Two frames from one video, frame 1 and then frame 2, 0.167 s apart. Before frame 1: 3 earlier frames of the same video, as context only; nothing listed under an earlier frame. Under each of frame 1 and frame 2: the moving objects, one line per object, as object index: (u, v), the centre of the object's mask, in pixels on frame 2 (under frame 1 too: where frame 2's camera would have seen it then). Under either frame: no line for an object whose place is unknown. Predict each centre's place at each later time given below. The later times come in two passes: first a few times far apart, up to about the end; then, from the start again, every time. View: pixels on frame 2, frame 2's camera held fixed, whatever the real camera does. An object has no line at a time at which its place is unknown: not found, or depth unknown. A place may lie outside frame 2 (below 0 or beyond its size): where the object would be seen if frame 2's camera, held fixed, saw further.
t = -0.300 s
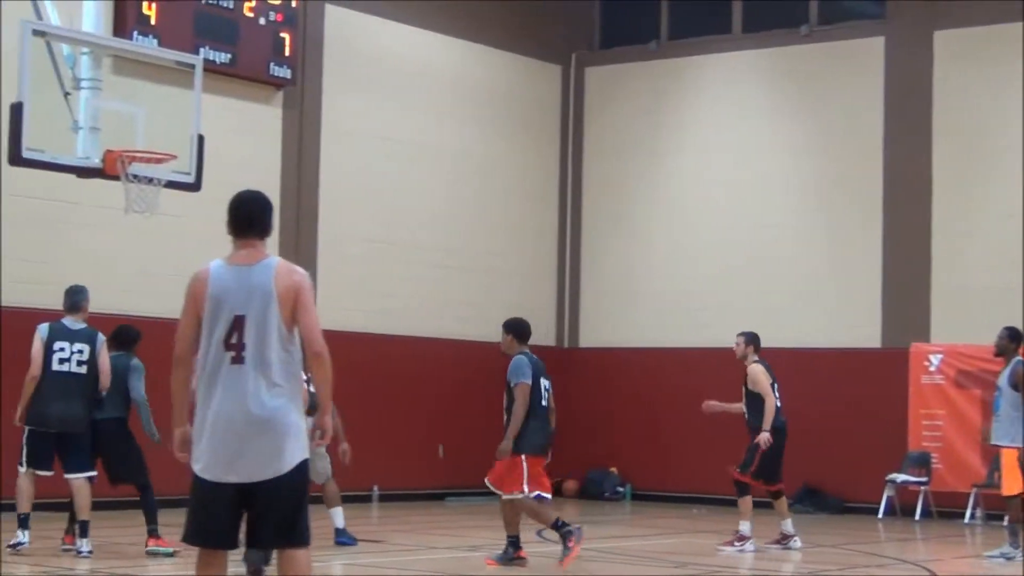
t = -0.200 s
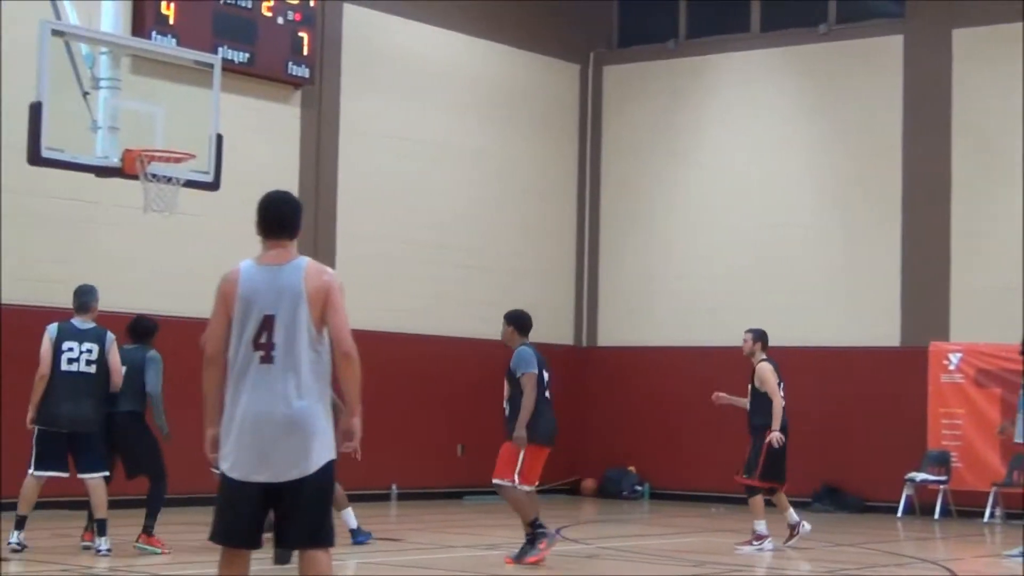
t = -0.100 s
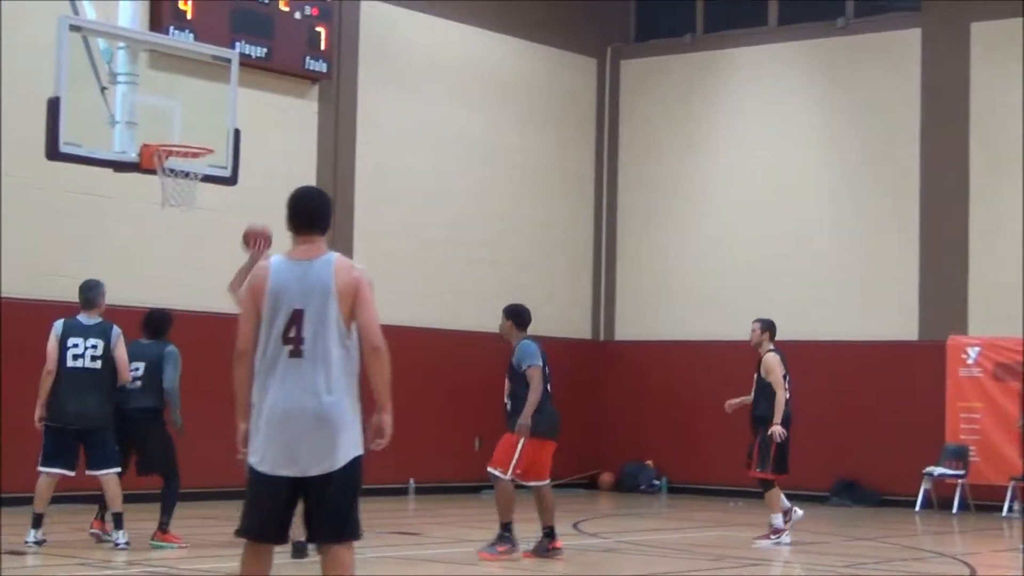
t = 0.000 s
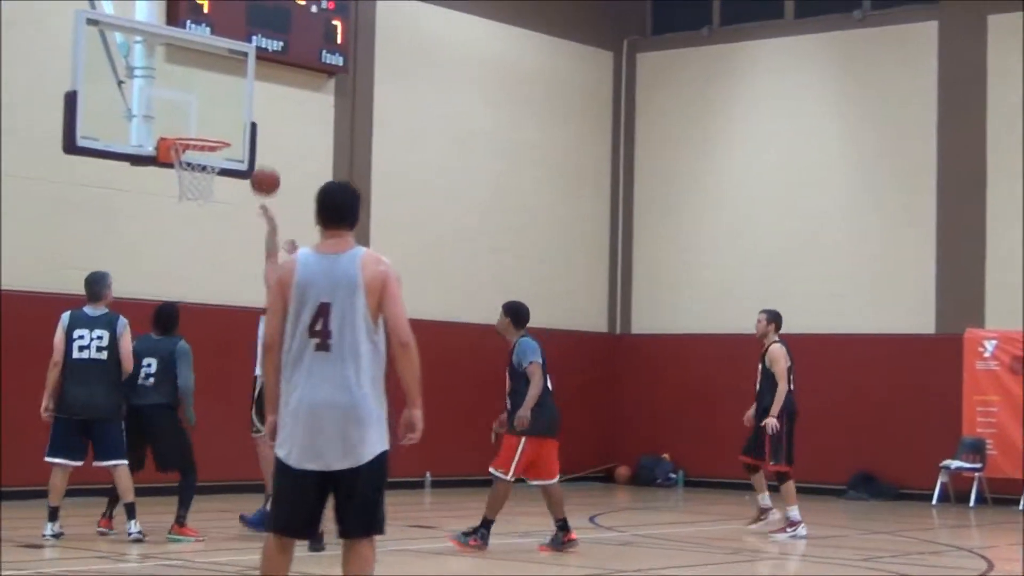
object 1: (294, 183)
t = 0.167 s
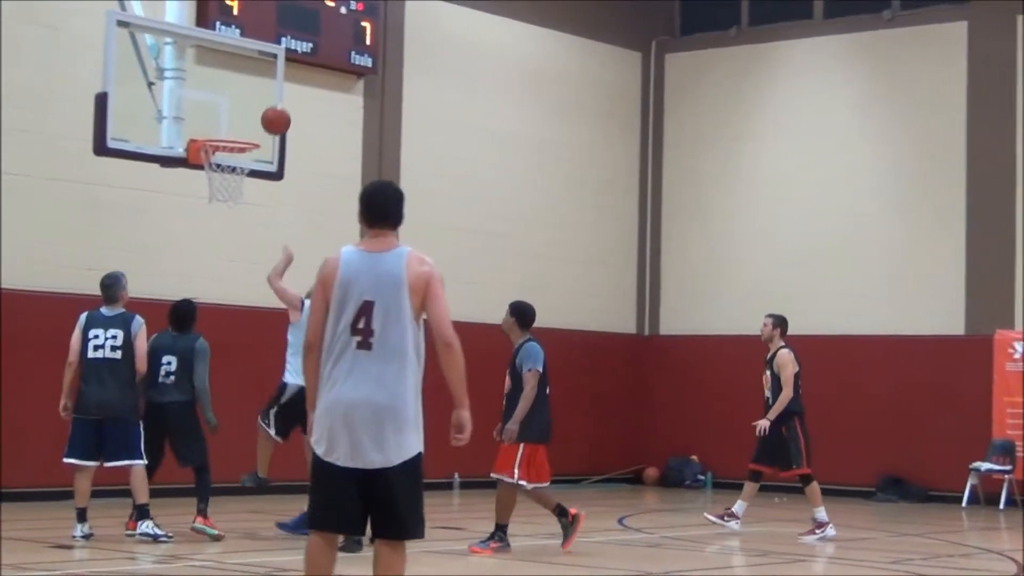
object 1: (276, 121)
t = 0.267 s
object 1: (264, 99)
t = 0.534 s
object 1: (231, 102)
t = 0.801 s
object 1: (237, 135)
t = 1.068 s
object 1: (219, 183)
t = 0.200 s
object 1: (272, 113)
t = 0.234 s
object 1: (268, 106)
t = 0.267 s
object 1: (264, 99)
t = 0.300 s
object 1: (260, 95)
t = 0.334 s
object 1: (256, 92)
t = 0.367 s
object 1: (252, 90)
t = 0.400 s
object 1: (248, 89)
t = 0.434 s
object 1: (244, 90)
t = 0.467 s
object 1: (240, 93)
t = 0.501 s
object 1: (236, 96)
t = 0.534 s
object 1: (231, 102)
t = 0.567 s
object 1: (227, 108)
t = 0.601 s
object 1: (222, 115)
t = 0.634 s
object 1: (218, 124)
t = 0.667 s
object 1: (214, 130)
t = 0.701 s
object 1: (220, 131)
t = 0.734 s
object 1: (228, 132)
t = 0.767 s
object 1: (234, 134)
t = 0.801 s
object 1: (237, 135)
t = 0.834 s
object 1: (234, 143)
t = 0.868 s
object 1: (232, 145)
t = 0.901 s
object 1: (228, 150)
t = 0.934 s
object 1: (226, 155)
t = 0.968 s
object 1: (224, 158)
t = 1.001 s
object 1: (222, 159)
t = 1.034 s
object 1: (221, 175)
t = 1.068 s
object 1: (219, 183)
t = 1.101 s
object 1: (217, 194)
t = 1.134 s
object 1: (215, 205)
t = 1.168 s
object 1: (214, 218)
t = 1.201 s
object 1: (213, 232)
